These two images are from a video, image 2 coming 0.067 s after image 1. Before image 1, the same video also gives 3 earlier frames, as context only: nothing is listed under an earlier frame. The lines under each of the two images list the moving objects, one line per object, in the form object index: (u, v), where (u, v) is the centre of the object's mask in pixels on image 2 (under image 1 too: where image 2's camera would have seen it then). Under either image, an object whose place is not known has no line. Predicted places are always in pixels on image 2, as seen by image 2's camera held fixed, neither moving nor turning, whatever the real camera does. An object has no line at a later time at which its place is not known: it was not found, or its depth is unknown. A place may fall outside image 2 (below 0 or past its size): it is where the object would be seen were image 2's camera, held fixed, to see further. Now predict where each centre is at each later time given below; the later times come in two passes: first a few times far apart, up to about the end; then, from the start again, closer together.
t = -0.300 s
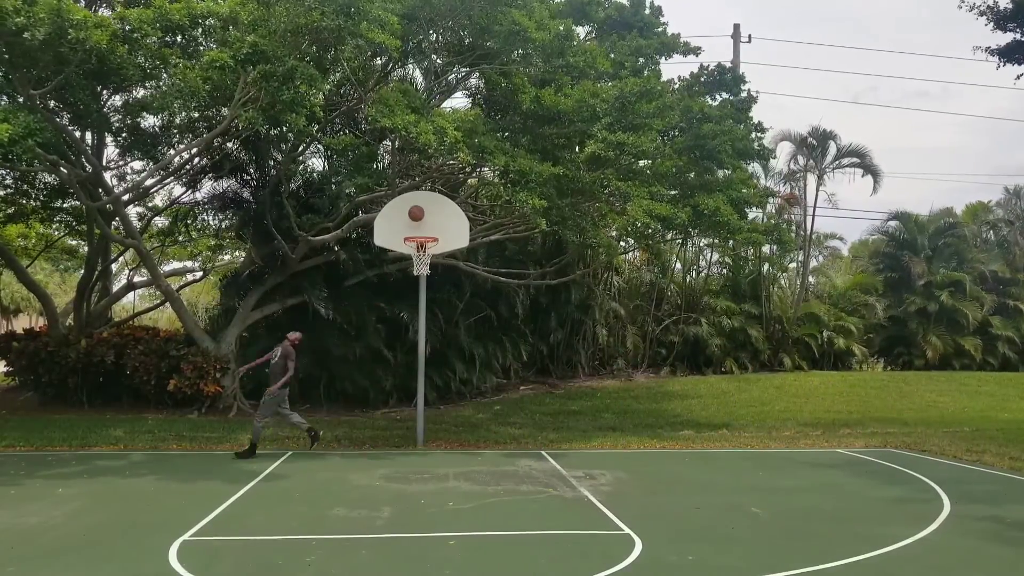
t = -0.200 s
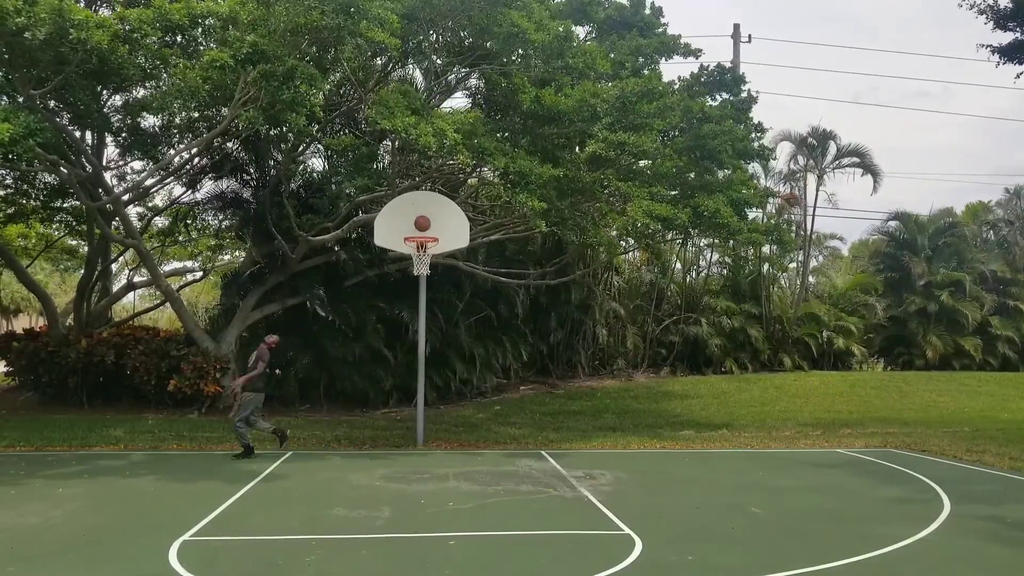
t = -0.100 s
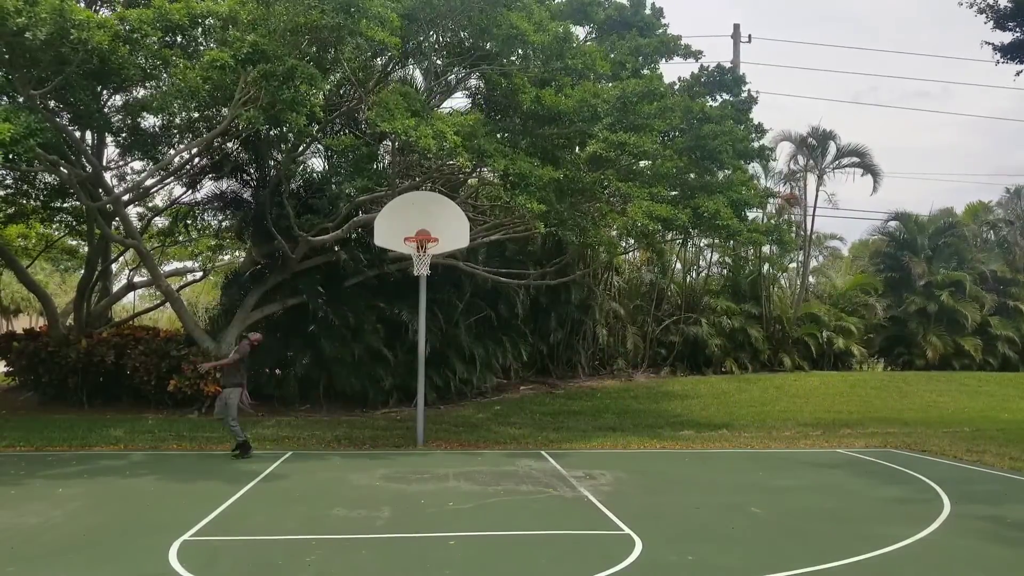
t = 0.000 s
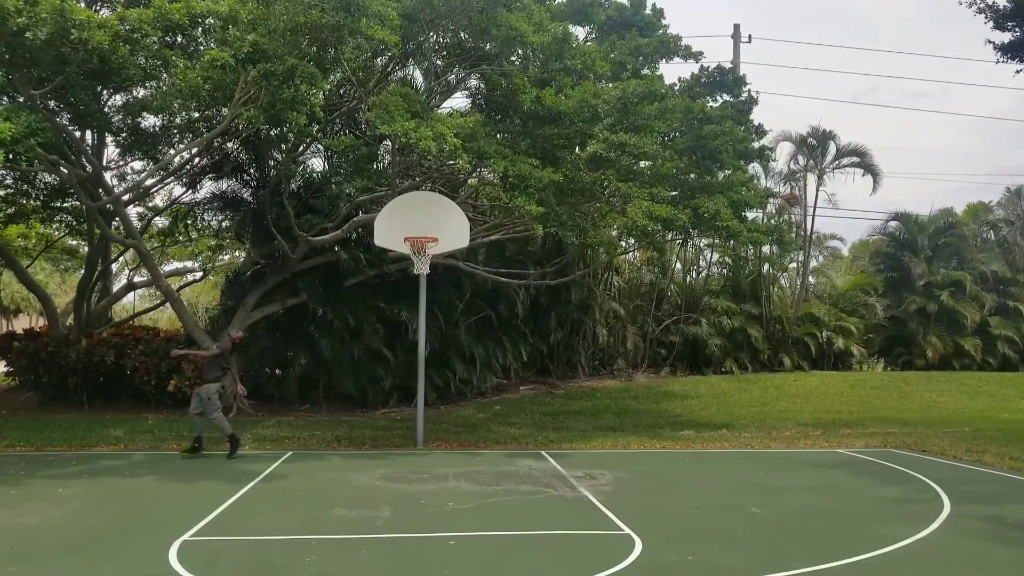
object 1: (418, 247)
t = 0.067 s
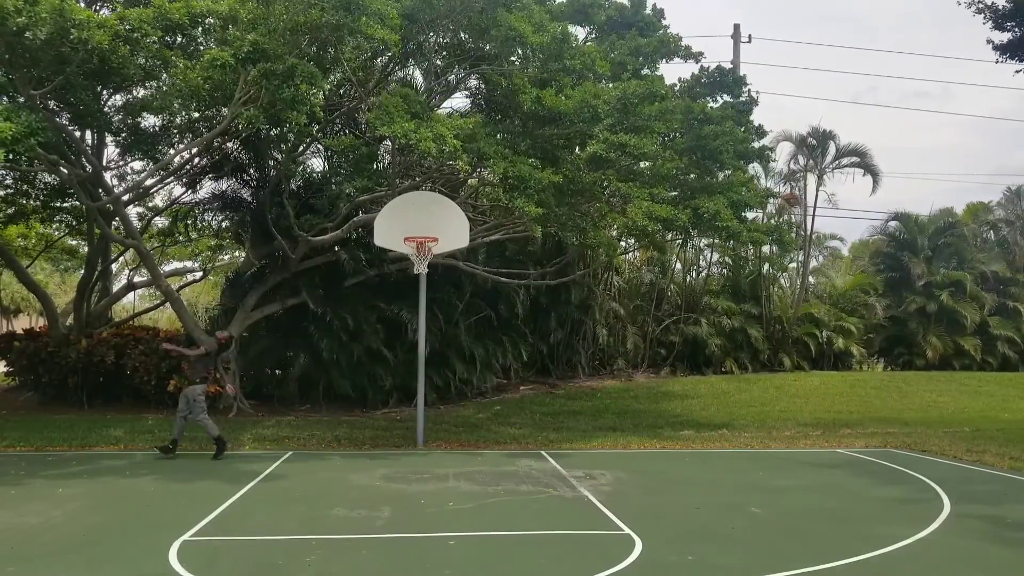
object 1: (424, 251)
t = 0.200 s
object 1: (434, 252)
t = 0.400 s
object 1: (429, 272)
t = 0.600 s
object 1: (421, 309)
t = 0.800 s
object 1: (413, 378)
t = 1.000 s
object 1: (405, 442)
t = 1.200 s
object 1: (398, 379)
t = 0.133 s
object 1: (431, 252)
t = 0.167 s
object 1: (432, 256)
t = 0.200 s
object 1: (434, 252)
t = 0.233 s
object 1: (433, 267)
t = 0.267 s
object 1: (434, 267)
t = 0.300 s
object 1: (433, 267)
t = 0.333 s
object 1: (432, 268)
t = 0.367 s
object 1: (431, 269)
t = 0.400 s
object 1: (429, 272)
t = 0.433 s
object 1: (427, 276)
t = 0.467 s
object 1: (426, 280)
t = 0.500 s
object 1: (425, 286)
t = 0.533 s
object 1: (423, 293)
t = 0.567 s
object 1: (422, 301)
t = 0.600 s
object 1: (421, 309)
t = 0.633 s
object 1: (419, 318)
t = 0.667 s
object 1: (418, 329)
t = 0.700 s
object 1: (416, 340)
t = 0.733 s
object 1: (415, 352)
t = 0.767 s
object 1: (414, 365)
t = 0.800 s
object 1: (413, 378)
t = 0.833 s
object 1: (411, 392)
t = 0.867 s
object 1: (409, 407)
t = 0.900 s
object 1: (409, 424)
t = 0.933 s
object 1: (407, 442)
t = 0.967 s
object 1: (406, 455)
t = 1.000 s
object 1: (405, 442)
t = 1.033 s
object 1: (404, 428)
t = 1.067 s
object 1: (403, 417)
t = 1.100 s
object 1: (401, 406)
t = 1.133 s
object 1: (400, 397)
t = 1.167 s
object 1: (399, 387)
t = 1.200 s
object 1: (398, 379)
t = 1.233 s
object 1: (397, 372)
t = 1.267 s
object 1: (396, 365)
